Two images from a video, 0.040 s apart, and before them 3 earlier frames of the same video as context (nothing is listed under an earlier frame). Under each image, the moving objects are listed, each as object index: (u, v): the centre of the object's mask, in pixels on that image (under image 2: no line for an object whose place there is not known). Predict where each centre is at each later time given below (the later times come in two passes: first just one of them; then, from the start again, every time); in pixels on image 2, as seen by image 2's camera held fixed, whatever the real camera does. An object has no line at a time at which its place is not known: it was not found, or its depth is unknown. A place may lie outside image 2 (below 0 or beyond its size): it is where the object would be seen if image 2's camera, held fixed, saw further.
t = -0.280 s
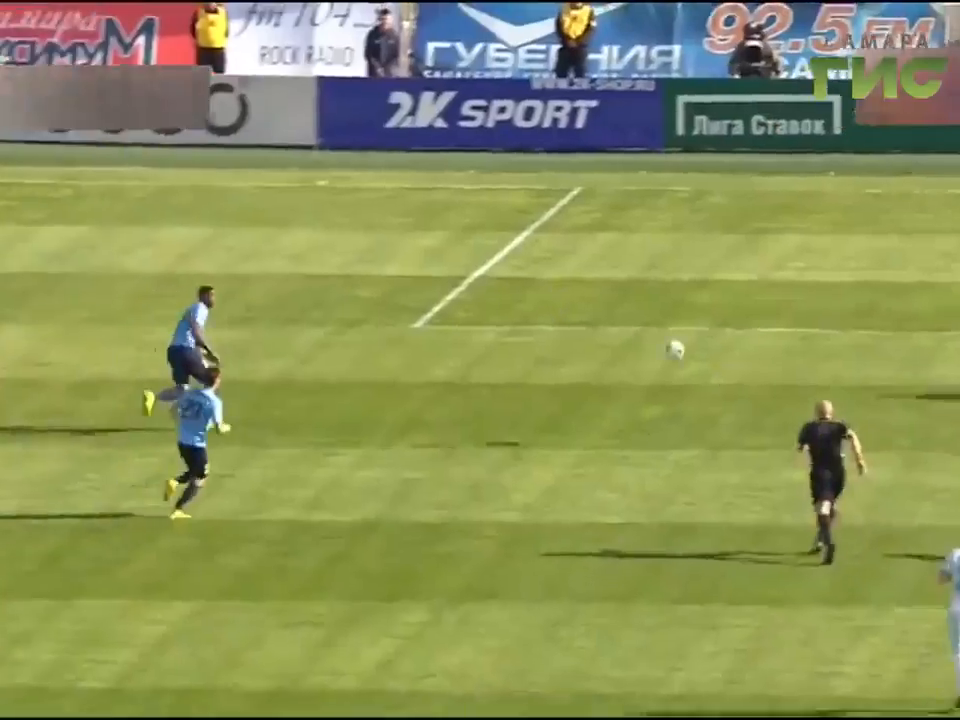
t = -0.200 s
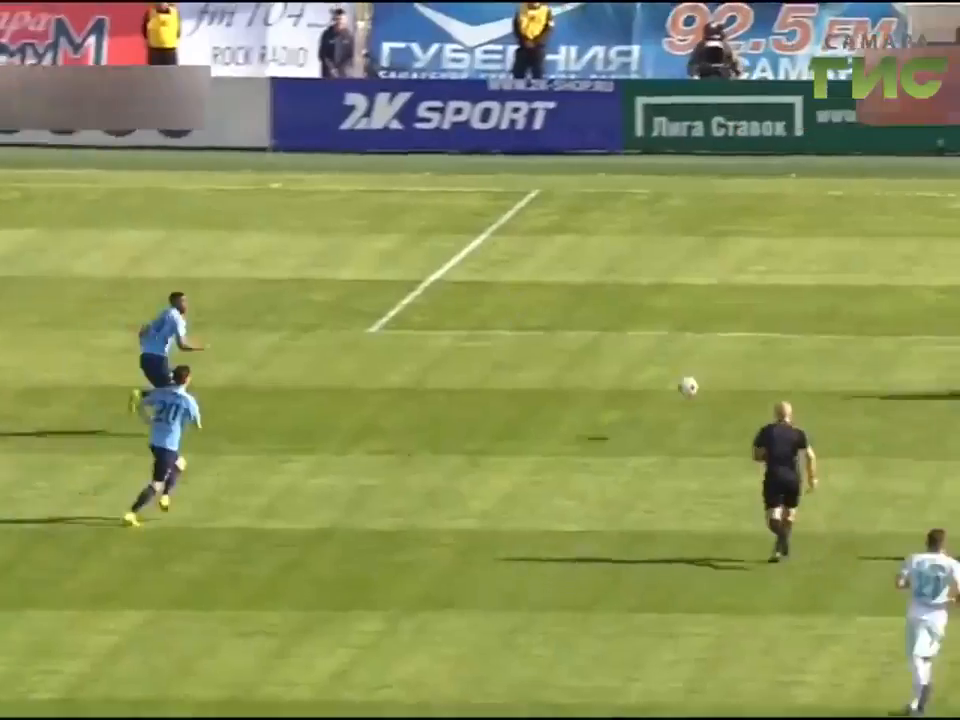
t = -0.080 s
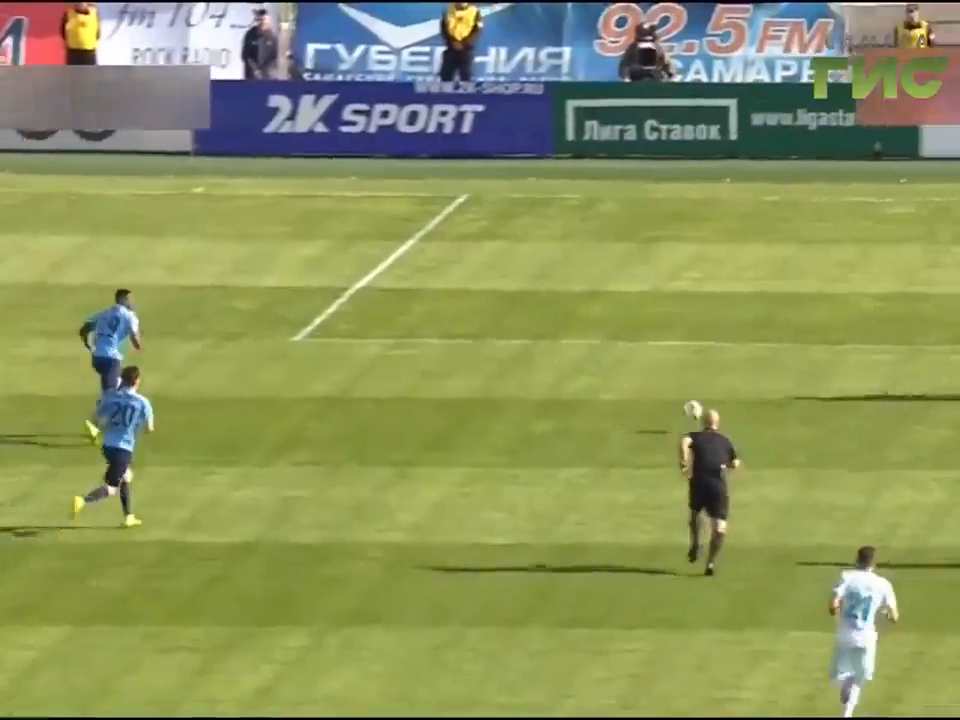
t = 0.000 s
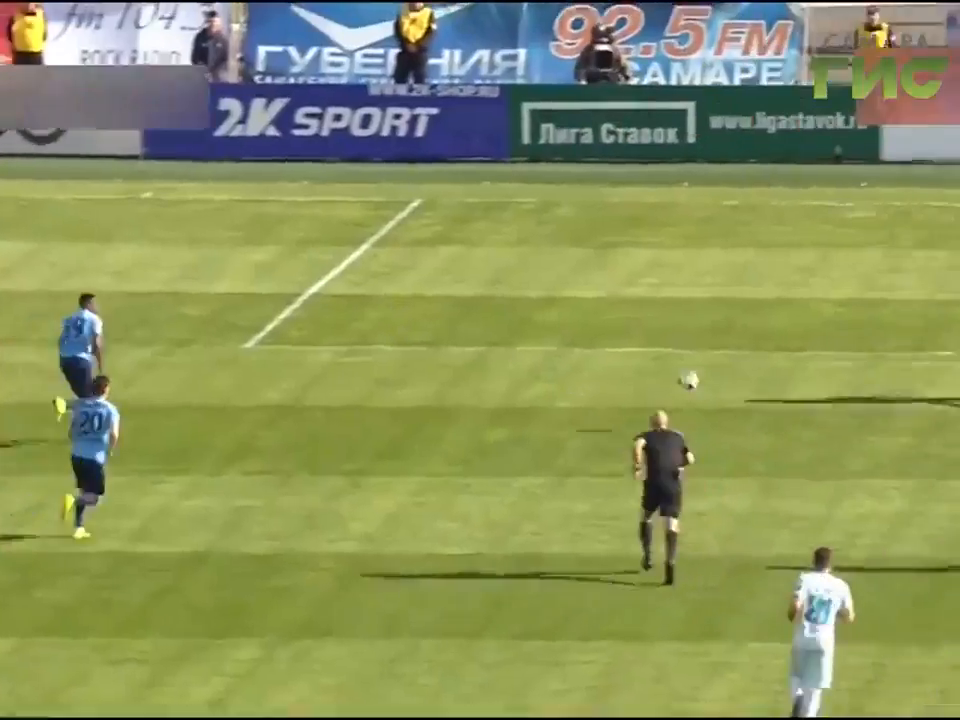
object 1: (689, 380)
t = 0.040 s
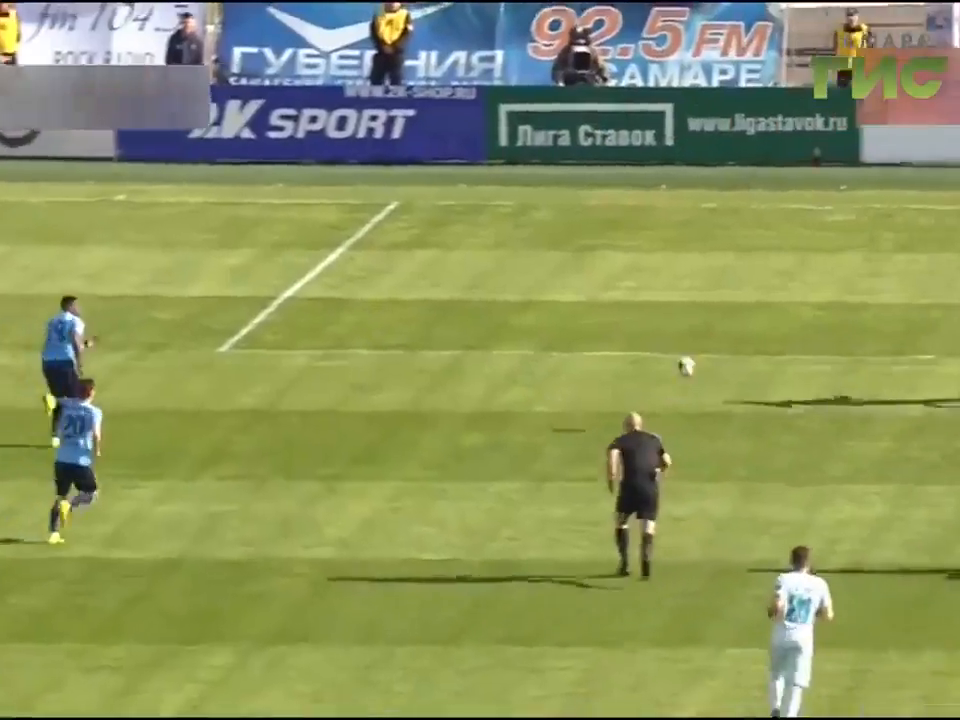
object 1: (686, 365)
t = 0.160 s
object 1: (742, 326)
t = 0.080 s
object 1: (704, 352)
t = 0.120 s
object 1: (723, 338)
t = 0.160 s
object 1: (742, 326)
